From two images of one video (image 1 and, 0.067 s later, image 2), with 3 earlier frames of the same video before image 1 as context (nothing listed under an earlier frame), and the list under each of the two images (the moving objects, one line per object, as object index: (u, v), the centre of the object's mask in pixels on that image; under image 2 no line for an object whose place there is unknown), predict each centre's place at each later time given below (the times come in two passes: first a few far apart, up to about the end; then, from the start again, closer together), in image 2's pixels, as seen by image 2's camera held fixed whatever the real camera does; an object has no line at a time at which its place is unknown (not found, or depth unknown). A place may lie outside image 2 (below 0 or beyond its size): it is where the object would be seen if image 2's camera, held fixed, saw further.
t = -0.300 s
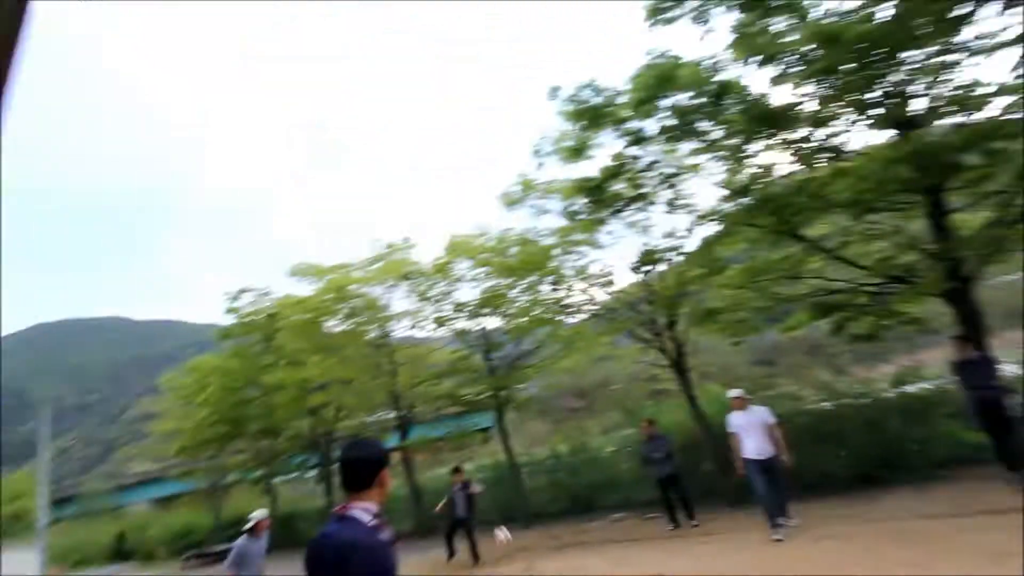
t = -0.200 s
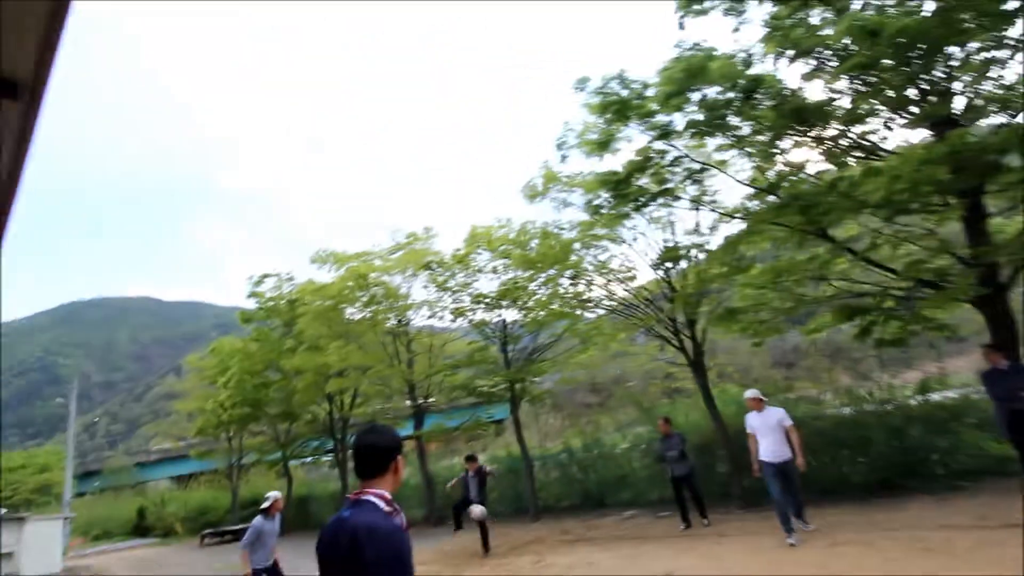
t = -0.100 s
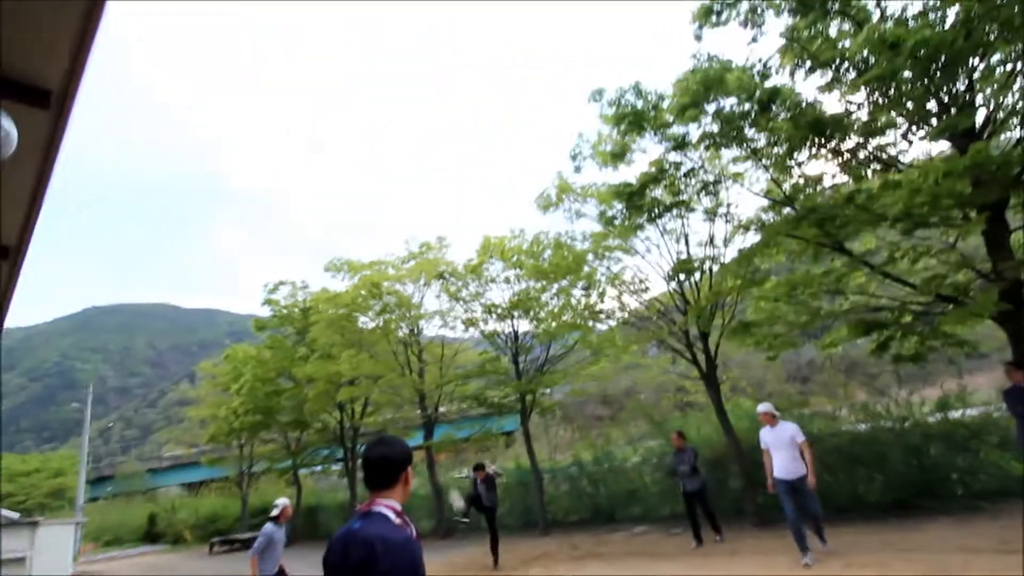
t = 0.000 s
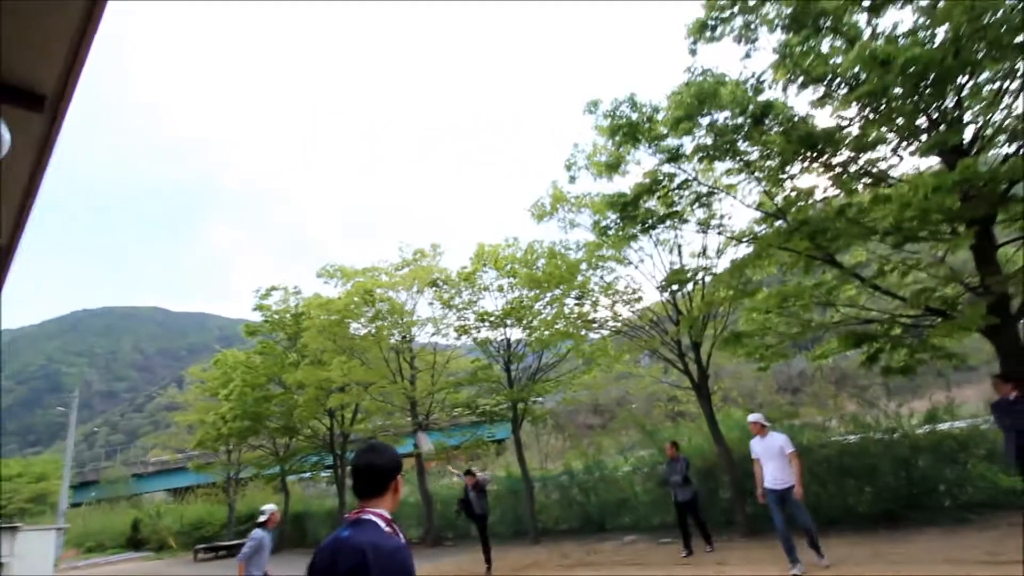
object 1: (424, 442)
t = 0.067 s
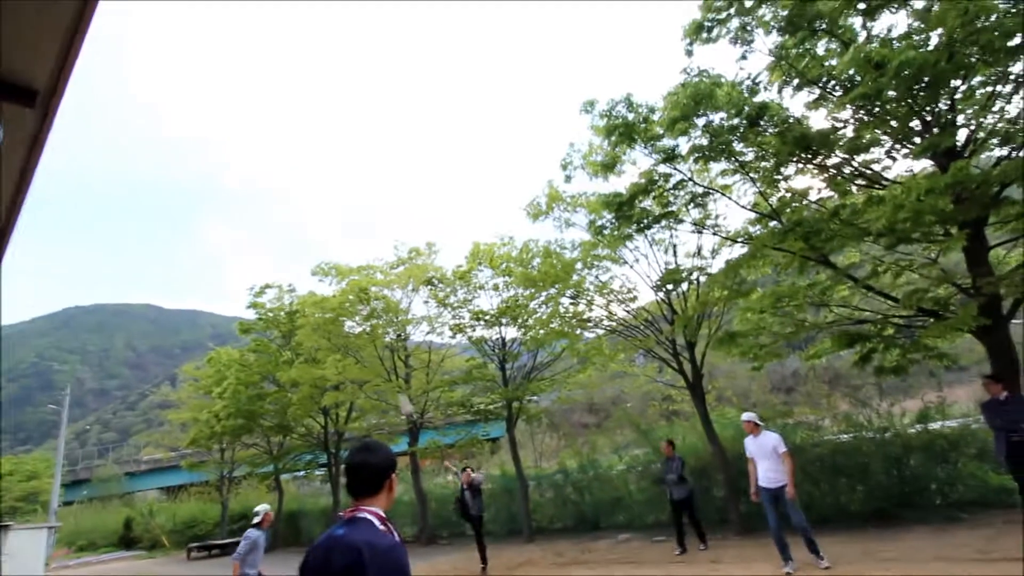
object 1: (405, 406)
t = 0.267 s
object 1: (367, 315)
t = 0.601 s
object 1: (310, 238)
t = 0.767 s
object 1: (284, 221)
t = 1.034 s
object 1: (247, 221)
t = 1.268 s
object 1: (213, 251)
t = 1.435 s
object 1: (188, 287)
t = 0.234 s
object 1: (374, 329)
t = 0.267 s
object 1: (367, 315)
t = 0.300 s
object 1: (359, 306)
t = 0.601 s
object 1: (310, 238)
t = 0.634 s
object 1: (305, 233)
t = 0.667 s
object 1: (300, 228)
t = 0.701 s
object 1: (294, 226)
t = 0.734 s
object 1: (290, 223)
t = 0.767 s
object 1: (284, 221)
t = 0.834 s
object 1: (274, 218)
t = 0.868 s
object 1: (269, 217)
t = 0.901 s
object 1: (265, 216)
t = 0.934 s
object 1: (261, 217)
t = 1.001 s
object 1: (252, 218)
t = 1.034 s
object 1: (247, 221)
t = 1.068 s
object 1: (243, 224)
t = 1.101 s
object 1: (238, 228)
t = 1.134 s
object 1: (233, 232)
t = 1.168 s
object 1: (228, 235)
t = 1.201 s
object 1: (223, 239)
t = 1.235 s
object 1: (217, 245)
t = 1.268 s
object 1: (213, 251)
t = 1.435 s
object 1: (188, 287)
